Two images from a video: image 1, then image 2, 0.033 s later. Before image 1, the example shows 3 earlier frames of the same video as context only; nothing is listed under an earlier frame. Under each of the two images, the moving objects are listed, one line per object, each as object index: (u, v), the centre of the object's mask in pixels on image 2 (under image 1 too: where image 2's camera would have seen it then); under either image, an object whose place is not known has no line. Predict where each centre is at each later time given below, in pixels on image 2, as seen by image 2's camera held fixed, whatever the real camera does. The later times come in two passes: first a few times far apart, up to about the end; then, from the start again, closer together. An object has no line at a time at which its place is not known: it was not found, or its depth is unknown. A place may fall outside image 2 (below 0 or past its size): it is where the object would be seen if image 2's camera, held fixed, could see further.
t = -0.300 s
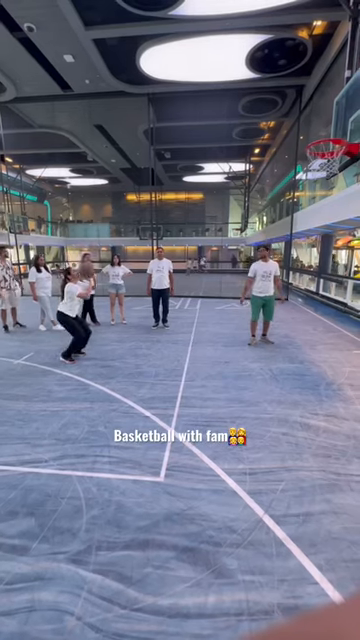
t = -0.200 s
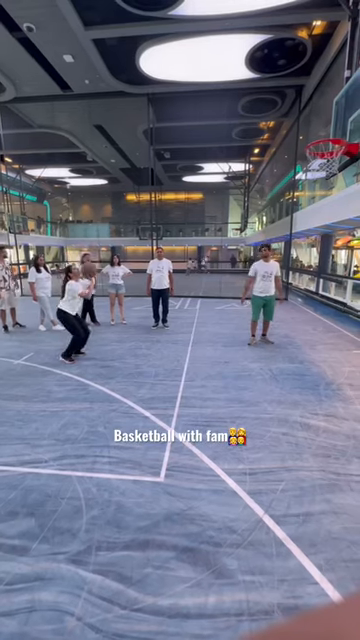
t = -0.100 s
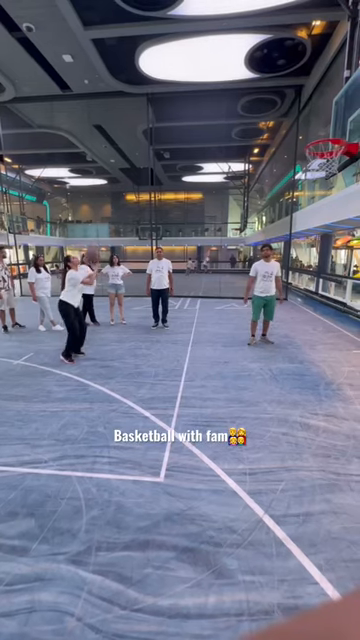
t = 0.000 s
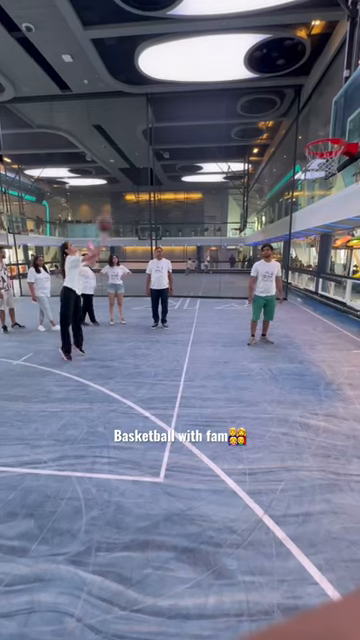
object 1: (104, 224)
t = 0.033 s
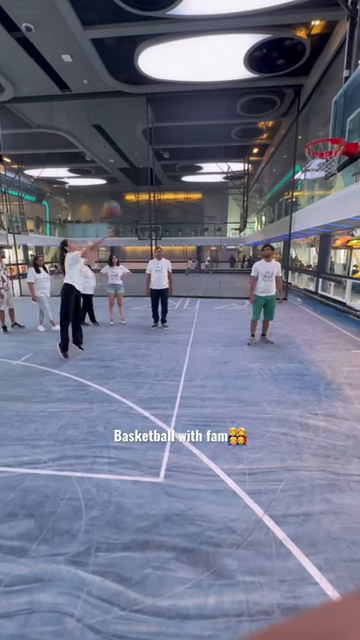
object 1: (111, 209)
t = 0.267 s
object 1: (167, 134)
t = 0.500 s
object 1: (230, 94)
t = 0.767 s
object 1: (306, 108)
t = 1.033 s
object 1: (354, 100)
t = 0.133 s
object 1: (134, 173)
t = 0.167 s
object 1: (141, 163)
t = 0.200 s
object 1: (150, 152)
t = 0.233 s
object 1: (158, 143)
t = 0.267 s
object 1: (167, 134)
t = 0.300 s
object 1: (175, 125)
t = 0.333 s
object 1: (184, 116)
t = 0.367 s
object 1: (192, 111)
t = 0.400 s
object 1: (202, 105)
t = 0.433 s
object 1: (211, 100)
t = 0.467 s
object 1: (221, 96)
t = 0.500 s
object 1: (230, 94)
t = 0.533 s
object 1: (239, 92)
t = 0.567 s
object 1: (249, 92)
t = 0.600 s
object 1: (258, 93)
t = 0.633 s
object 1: (268, 94)
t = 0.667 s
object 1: (278, 96)
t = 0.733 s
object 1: (297, 103)
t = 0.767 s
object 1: (306, 108)
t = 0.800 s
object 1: (316, 118)
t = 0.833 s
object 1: (325, 123)
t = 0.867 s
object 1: (332, 123)
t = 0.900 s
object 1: (338, 116)
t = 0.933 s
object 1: (344, 111)
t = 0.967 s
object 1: (349, 105)
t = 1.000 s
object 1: (352, 103)
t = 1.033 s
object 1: (354, 100)
